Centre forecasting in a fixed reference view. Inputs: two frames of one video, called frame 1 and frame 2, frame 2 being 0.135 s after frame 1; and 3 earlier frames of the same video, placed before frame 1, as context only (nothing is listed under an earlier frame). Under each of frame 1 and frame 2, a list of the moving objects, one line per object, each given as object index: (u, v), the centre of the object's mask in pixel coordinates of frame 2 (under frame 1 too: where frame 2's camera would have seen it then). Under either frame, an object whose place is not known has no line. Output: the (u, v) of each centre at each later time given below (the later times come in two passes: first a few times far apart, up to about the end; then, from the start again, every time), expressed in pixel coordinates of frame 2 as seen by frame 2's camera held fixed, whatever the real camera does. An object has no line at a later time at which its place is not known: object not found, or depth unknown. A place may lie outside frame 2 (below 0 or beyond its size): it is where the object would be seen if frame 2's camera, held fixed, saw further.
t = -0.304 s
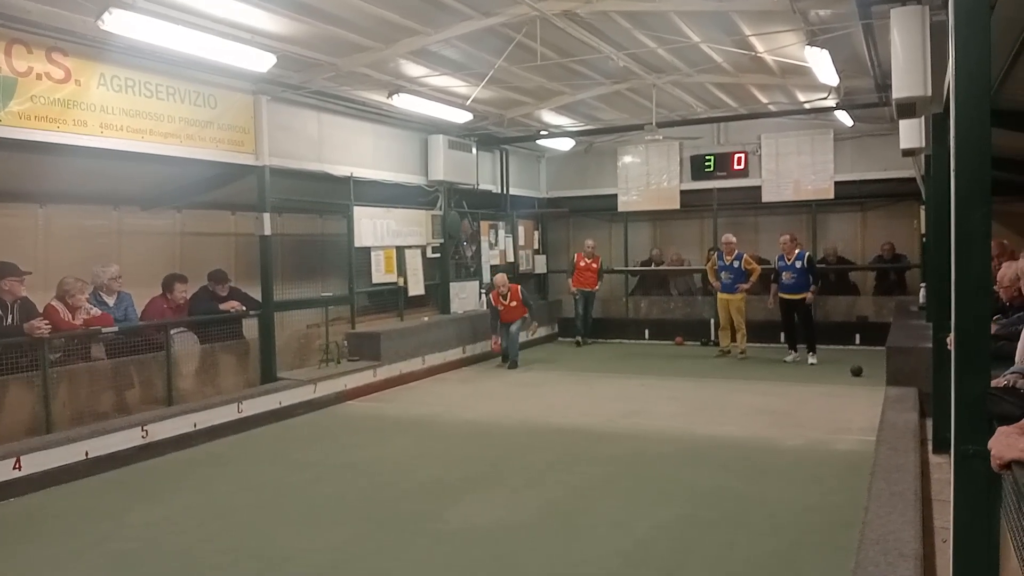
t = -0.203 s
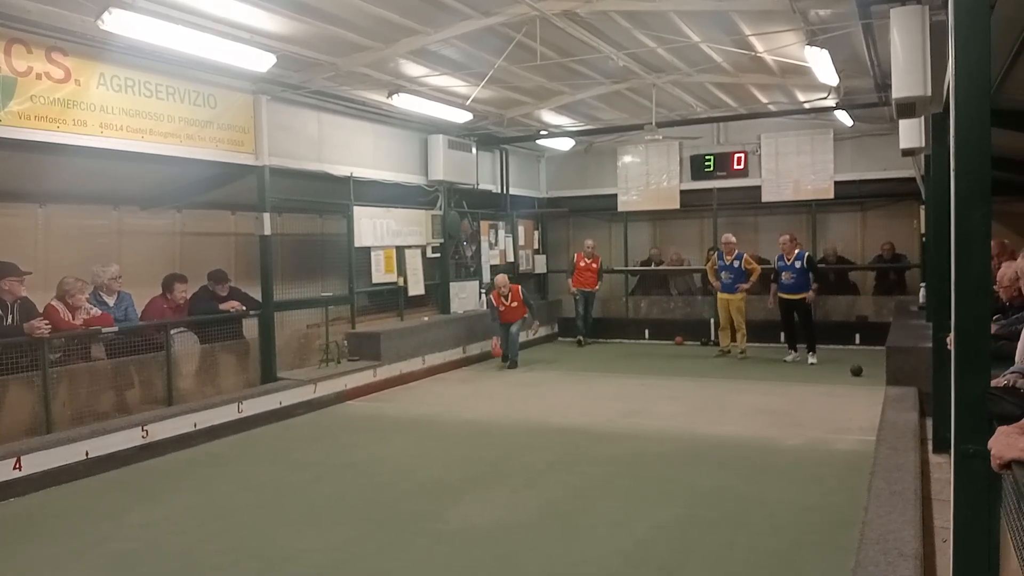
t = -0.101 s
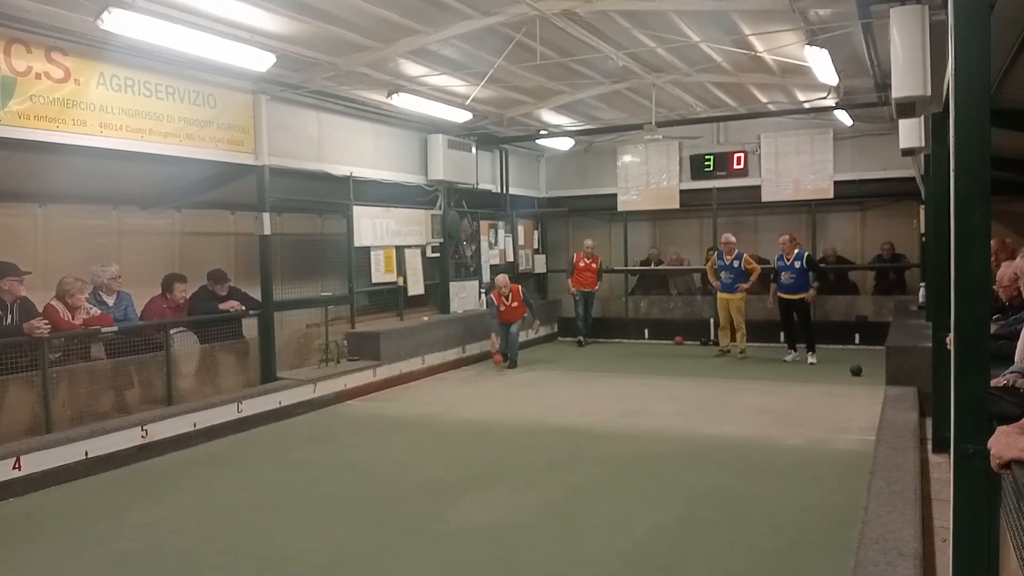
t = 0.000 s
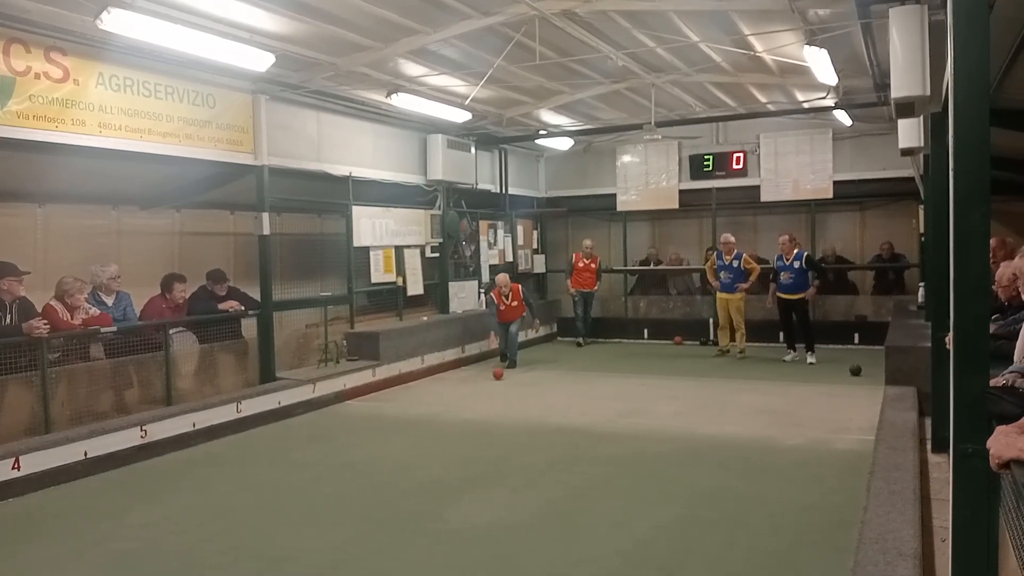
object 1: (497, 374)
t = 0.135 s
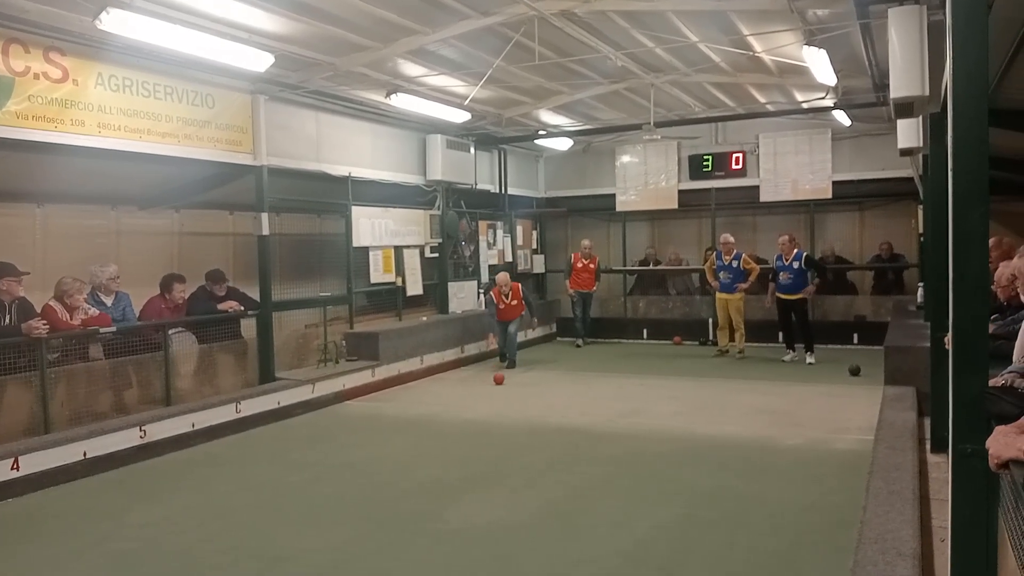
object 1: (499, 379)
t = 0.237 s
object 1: (500, 382)
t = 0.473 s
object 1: (502, 392)
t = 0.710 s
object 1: (505, 402)
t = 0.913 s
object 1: (508, 413)
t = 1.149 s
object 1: (510, 427)
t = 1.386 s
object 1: (514, 443)
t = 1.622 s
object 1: (518, 461)
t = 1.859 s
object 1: (523, 484)
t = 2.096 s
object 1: (529, 512)
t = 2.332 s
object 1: (536, 546)
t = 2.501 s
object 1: (542, 570)
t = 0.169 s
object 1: (499, 380)
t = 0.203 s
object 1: (499, 381)
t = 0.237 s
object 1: (500, 382)
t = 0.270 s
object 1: (500, 384)
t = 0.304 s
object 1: (501, 385)
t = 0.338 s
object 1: (501, 386)
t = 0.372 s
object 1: (501, 387)
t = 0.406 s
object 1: (502, 389)
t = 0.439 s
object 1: (502, 390)
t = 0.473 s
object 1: (502, 392)
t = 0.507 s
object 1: (503, 393)
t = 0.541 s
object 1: (503, 395)
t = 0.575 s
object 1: (504, 396)
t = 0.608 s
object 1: (504, 398)
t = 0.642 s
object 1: (504, 399)
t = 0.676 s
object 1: (504, 401)
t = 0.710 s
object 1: (505, 402)
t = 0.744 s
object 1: (505, 404)
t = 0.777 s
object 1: (506, 406)
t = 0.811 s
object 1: (506, 407)
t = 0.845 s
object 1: (507, 409)
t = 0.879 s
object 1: (507, 411)
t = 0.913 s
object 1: (508, 413)
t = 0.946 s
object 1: (508, 414)
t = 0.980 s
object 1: (508, 416)
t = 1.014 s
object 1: (509, 419)
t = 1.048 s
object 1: (509, 420)
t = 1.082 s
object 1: (510, 422)
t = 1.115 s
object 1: (510, 424)
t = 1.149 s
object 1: (510, 427)
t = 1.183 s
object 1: (511, 429)
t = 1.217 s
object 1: (512, 431)
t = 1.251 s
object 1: (512, 433)
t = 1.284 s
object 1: (512, 435)
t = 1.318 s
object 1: (513, 438)
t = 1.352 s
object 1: (514, 440)
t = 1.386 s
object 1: (514, 443)
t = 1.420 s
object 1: (515, 445)
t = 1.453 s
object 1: (515, 447)
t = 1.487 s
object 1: (516, 450)
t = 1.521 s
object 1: (516, 453)
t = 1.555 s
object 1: (517, 456)
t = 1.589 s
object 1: (518, 458)
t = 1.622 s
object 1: (518, 461)
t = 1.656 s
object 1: (519, 464)
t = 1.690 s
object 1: (519, 467)
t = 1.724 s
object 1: (520, 471)
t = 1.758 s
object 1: (521, 474)
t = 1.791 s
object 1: (521, 477)
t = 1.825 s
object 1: (522, 480)
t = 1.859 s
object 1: (523, 484)
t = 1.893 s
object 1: (524, 488)
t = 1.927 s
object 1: (524, 491)
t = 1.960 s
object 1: (525, 495)
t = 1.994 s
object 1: (526, 499)
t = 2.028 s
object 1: (527, 503)
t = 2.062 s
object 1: (527, 507)
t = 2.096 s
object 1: (529, 512)
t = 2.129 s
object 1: (530, 516)
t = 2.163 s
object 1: (530, 521)
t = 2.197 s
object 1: (531, 525)
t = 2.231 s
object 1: (532, 530)
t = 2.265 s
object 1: (534, 535)
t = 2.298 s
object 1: (534, 540)
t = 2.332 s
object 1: (536, 546)
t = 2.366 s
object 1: (537, 551)
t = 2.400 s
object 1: (537, 557)
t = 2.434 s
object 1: (538, 562)
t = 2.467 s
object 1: (540, 567)
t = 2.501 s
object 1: (542, 570)
